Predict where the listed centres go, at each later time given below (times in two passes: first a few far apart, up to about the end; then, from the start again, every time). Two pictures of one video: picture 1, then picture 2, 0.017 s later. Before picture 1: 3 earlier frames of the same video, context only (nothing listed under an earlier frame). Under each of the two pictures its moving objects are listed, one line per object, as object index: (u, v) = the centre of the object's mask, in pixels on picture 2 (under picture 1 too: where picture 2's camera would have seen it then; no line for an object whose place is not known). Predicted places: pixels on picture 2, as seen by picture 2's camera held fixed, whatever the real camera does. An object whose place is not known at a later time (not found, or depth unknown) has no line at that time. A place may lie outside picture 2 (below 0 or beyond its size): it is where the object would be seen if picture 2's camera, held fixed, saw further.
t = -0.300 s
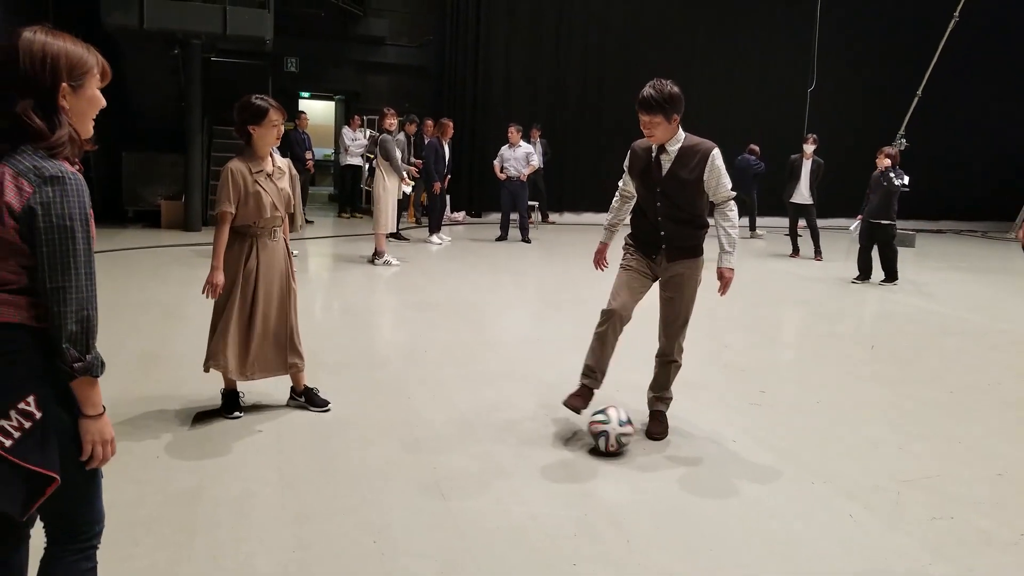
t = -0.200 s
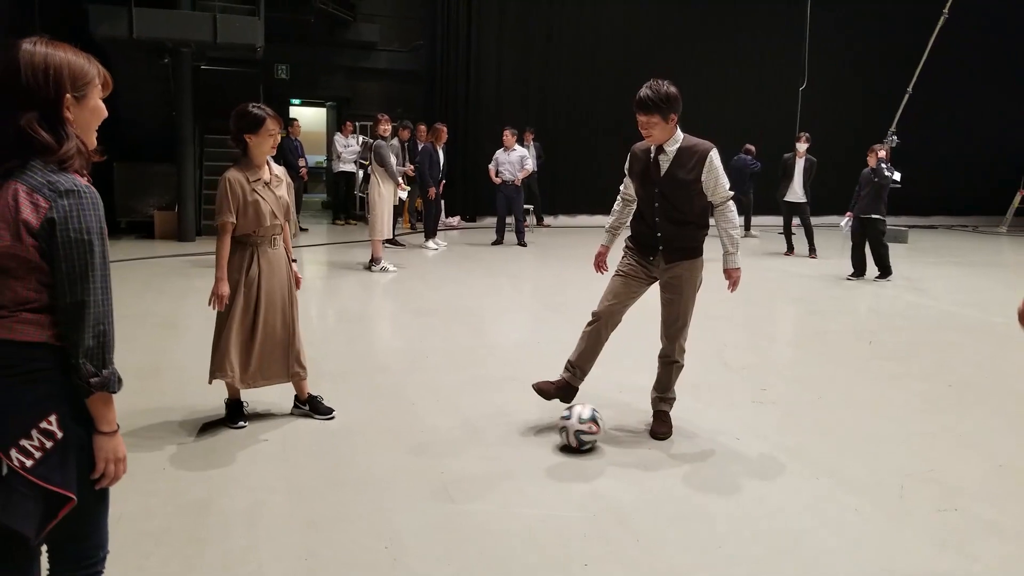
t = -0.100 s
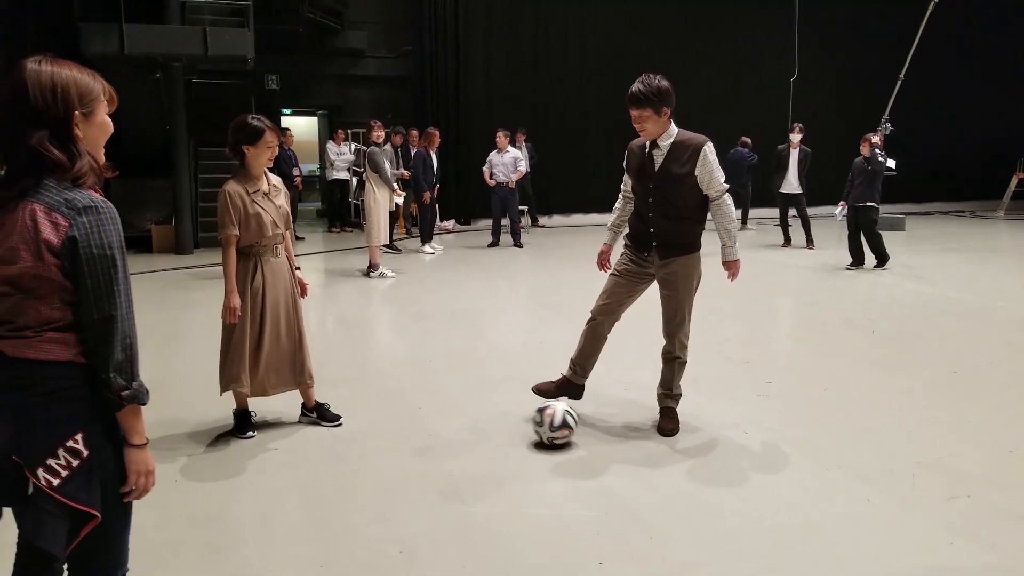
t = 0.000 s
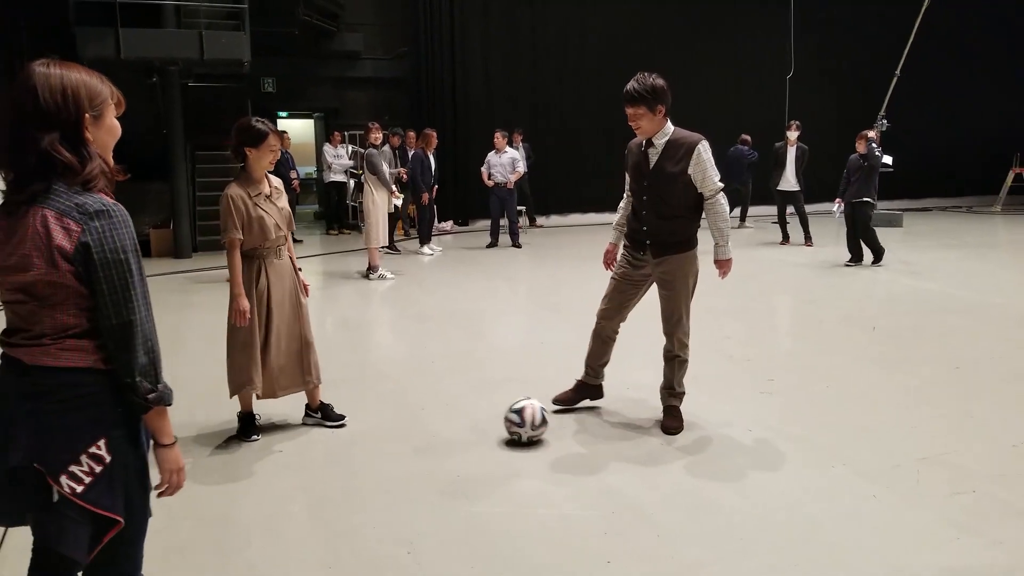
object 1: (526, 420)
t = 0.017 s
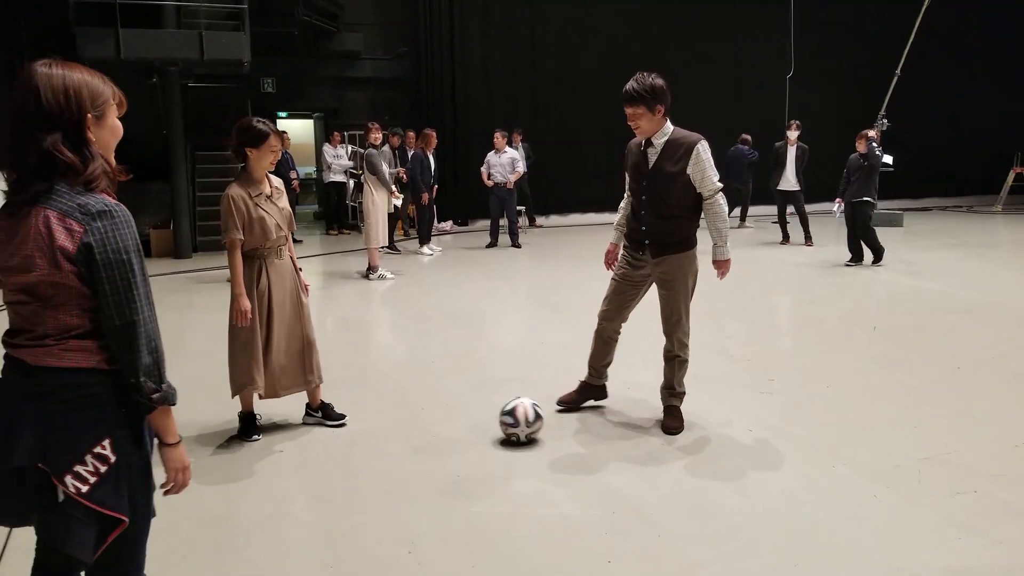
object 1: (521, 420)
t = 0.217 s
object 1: (457, 418)
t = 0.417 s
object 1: (393, 415)
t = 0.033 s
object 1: (516, 420)
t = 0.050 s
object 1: (511, 420)
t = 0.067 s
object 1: (506, 420)
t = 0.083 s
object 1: (501, 420)
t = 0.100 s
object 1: (495, 421)
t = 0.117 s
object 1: (490, 419)
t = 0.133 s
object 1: (484, 419)
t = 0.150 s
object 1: (479, 418)
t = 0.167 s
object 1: (473, 418)
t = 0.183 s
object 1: (467, 419)
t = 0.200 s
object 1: (462, 418)
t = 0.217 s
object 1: (457, 418)
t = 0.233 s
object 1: (451, 418)
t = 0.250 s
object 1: (445, 417)
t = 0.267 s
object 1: (440, 417)
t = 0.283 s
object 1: (435, 417)
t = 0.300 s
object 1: (430, 417)
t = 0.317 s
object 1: (424, 416)
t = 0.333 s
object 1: (419, 416)
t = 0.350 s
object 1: (413, 416)
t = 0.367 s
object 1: (408, 416)
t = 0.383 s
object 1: (403, 415)
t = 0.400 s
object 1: (398, 416)
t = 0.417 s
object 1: (393, 415)
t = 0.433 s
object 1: (387, 415)
